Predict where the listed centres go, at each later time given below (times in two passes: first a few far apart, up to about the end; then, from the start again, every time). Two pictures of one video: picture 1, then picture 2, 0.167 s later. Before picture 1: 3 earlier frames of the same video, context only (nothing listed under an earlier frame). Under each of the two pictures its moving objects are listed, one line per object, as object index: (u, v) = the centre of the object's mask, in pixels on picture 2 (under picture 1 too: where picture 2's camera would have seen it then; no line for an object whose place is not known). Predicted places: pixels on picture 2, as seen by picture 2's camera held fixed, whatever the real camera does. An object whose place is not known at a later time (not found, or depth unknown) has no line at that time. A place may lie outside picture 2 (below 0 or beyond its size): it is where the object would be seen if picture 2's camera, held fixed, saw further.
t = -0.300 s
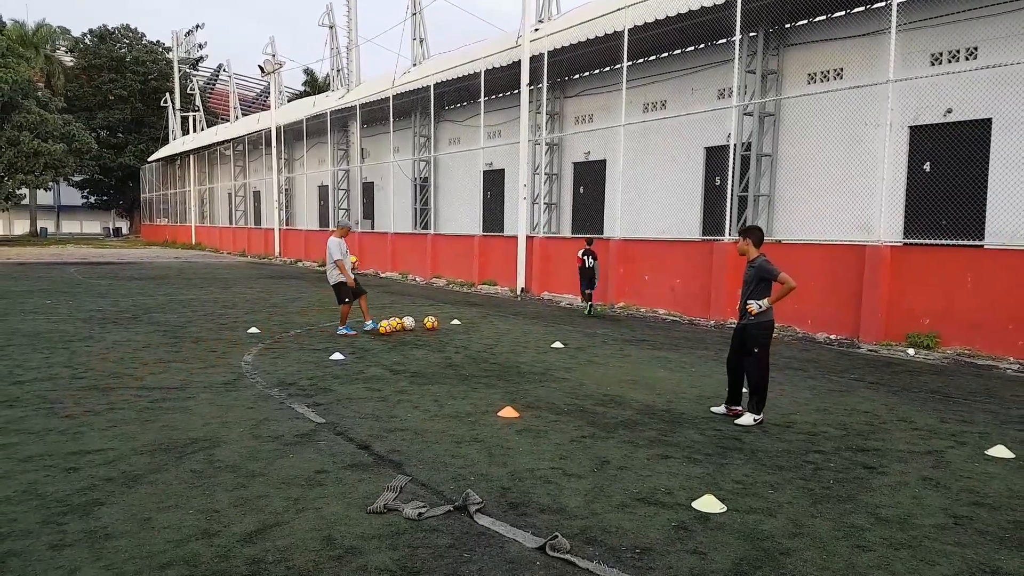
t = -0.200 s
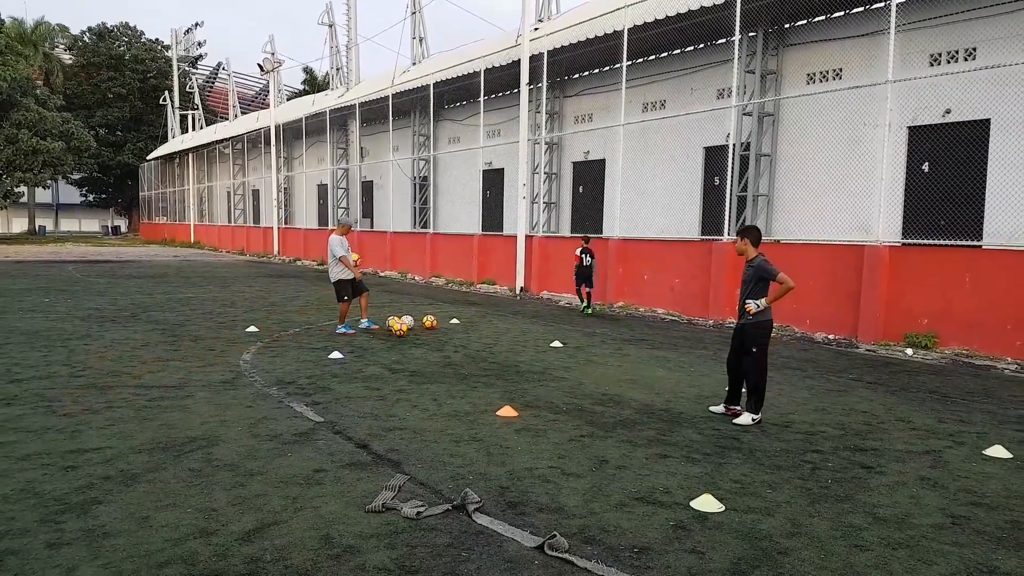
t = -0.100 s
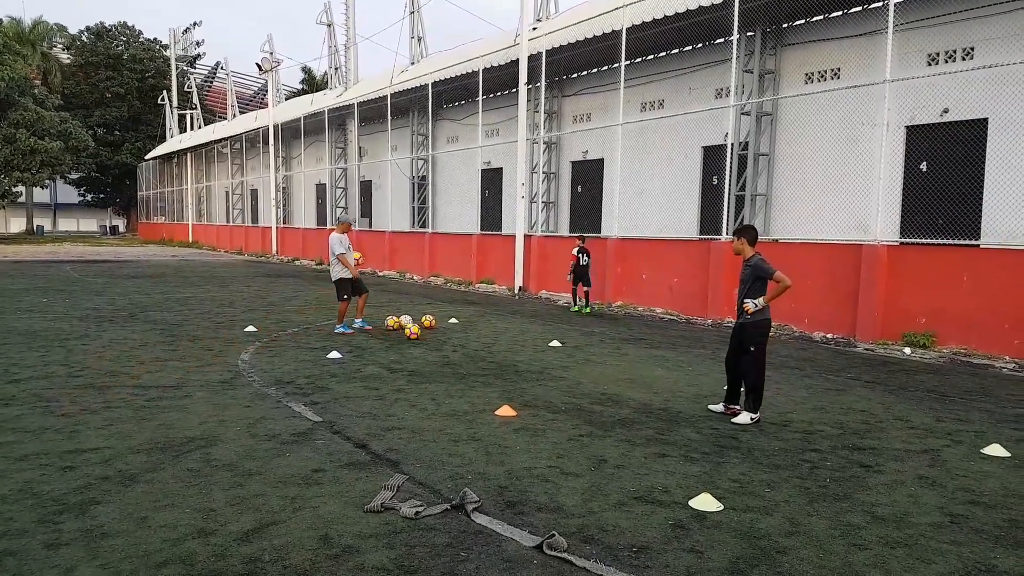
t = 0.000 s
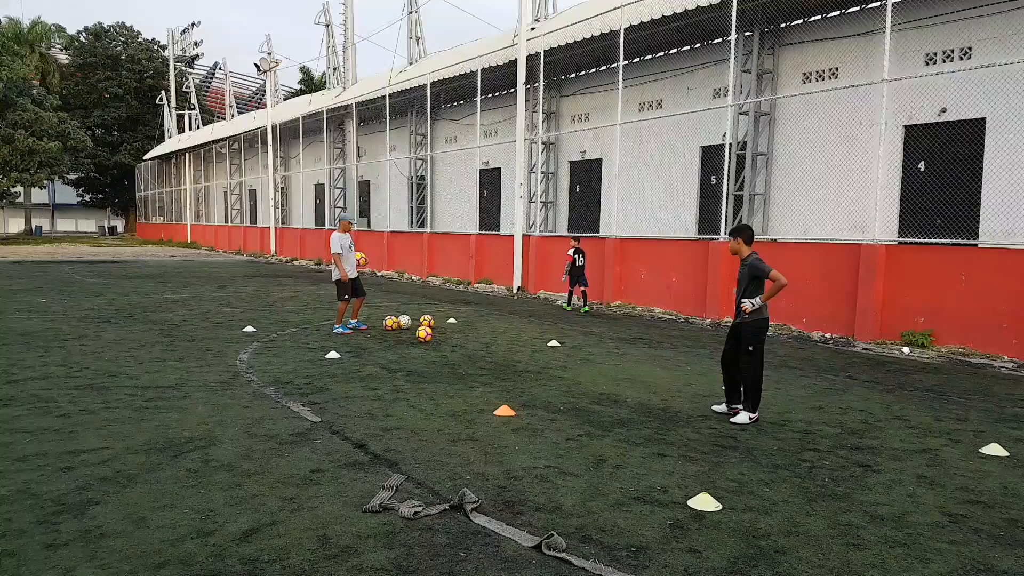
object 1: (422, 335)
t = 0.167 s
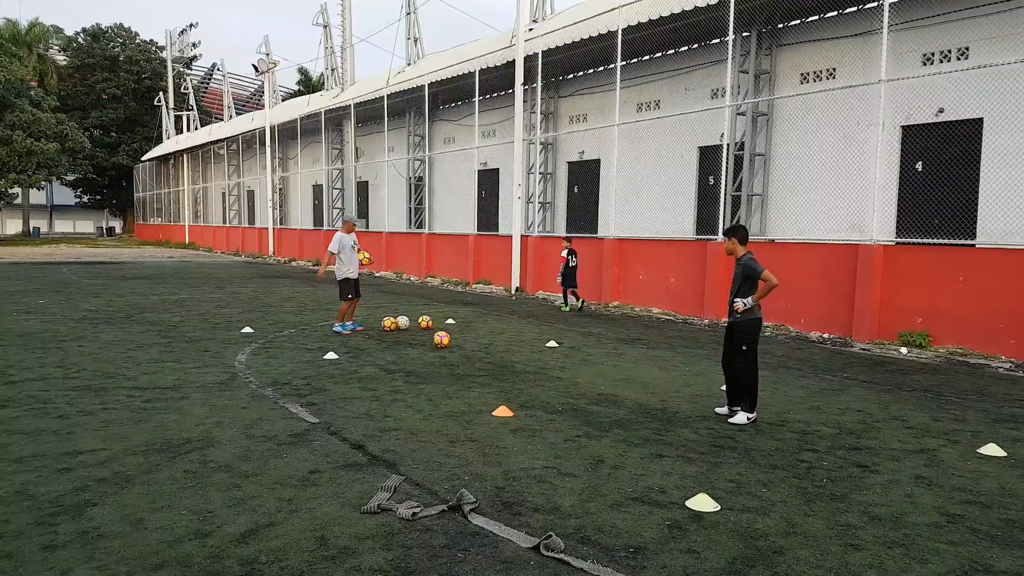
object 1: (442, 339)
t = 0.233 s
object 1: (449, 341)
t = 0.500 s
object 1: (481, 348)
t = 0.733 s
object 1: (512, 355)
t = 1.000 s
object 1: (550, 363)
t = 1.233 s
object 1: (585, 371)
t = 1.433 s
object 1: (620, 377)
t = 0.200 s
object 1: (445, 340)
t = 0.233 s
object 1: (449, 341)
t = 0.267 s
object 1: (453, 341)
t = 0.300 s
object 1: (457, 342)
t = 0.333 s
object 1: (461, 344)
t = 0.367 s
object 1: (465, 344)
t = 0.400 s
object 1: (469, 345)
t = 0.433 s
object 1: (473, 346)
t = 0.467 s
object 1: (477, 347)
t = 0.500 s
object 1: (481, 348)
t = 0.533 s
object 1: (485, 349)
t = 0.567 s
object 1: (490, 349)
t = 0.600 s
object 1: (494, 351)
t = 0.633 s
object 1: (498, 351)
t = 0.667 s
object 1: (502, 352)
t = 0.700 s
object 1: (507, 353)
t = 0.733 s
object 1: (512, 355)
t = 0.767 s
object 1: (516, 355)
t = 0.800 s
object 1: (521, 357)
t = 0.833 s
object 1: (526, 357)
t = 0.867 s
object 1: (530, 359)
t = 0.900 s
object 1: (535, 360)
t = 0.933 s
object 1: (540, 361)
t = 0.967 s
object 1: (545, 362)
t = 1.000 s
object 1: (550, 363)
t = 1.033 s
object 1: (555, 364)
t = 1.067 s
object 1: (559, 365)
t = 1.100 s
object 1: (565, 366)
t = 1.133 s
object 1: (570, 367)
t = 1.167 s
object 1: (575, 369)
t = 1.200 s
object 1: (580, 370)
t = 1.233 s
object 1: (585, 371)
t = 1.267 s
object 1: (591, 372)
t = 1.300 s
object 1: (597, 373)
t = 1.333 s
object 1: (602, 374)
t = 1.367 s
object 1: (608, 375)
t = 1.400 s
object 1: (613, 376)
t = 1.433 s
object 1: (620, 377)
